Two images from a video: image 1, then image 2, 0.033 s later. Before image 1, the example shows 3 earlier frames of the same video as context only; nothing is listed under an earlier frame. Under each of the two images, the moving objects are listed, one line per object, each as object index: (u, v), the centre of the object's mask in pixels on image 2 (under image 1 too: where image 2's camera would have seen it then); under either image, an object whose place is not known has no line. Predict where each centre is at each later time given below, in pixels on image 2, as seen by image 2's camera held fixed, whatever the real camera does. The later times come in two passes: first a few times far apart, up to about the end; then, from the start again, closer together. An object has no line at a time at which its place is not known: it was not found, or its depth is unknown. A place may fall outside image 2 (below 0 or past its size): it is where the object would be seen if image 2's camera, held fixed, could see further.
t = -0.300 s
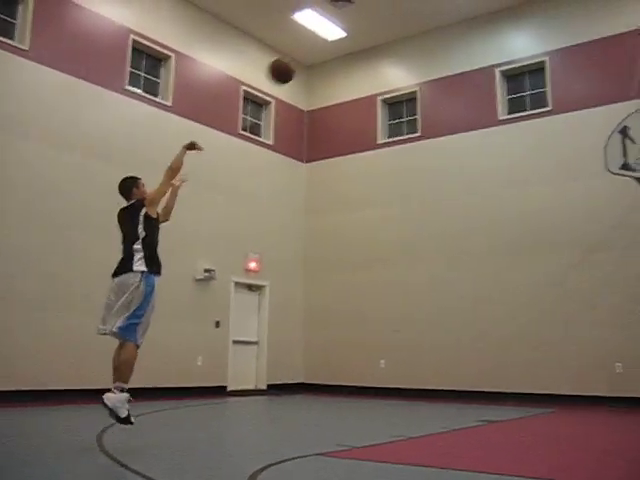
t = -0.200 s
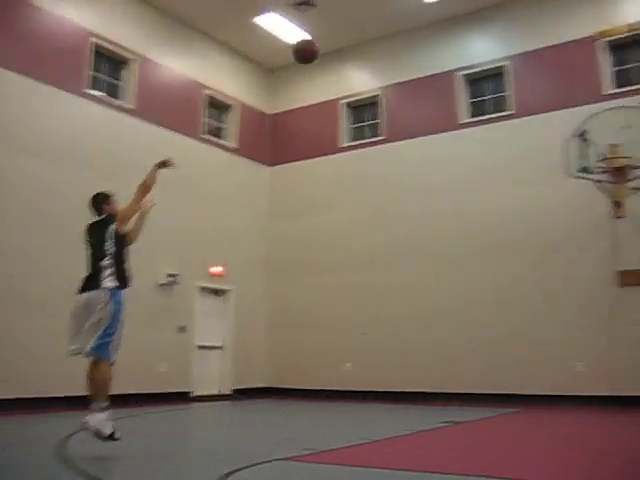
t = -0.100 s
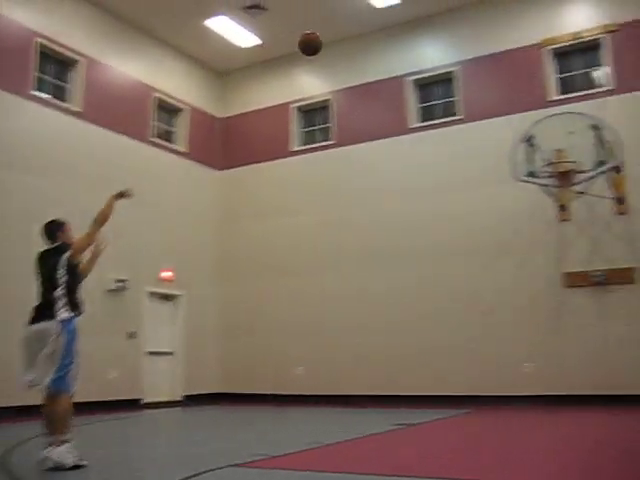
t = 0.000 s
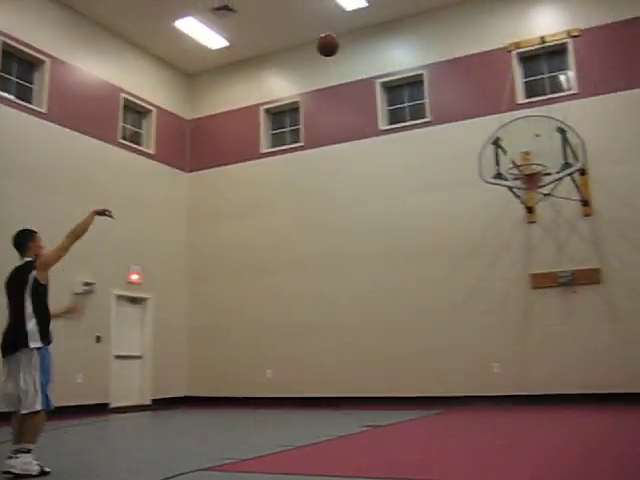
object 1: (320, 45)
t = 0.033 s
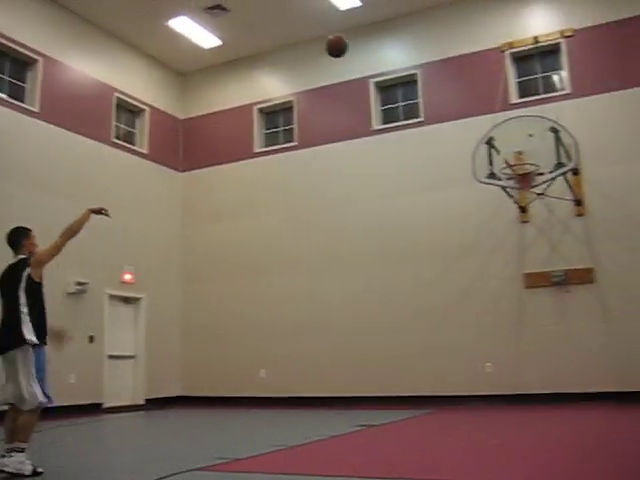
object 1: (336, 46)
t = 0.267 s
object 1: (431, 80)
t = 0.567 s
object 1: (524, 166)
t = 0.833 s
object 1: (516, 191)
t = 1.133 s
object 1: (507, 238)
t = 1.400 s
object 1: (505, 345)
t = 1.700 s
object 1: (498, 336)
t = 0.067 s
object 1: (350, 49)
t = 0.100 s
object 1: (365, 52)
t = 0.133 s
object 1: (379, 56)
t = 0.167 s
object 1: (392, 61)
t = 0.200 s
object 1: (406, 67)
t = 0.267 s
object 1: (431, 80)
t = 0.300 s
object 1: (444, 89)
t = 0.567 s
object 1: (524, 166)
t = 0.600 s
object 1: (517, 170)
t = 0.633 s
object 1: (518, 174)
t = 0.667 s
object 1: (524, 180)
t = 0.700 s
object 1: (525, 183)
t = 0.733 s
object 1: (523, 185)
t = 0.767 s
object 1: (521, 187)
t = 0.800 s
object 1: (518, 189)
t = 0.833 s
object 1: (516, 191)
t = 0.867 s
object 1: (513, 194)
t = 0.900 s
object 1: (511, 198)
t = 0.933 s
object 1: (511, 201)
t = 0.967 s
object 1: (510, 205)
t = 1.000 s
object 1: (509, 210)
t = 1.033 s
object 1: (509, 216)
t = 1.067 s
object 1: (508, 222)
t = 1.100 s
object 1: (507, 230)
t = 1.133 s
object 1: (507, 238)
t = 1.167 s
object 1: (506, 247)
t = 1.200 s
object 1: (506, 258)
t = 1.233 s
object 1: (506, 270)
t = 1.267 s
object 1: (506, 283)
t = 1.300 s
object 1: (505, 296)
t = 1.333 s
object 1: (505, 311)
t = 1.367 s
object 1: (505, 327)
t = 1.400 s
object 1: (505, 345)
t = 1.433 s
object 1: (505, 363)
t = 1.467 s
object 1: (505, 382)
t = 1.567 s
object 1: (503, 391)
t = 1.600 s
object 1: (501, 377)
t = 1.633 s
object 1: (500, 362)
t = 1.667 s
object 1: (499, 348)
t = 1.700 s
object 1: (498, 336)
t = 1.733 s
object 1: (497, 323)
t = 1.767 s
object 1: (496, 312)
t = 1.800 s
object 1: (494, 303)
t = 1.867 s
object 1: (493, 285)
